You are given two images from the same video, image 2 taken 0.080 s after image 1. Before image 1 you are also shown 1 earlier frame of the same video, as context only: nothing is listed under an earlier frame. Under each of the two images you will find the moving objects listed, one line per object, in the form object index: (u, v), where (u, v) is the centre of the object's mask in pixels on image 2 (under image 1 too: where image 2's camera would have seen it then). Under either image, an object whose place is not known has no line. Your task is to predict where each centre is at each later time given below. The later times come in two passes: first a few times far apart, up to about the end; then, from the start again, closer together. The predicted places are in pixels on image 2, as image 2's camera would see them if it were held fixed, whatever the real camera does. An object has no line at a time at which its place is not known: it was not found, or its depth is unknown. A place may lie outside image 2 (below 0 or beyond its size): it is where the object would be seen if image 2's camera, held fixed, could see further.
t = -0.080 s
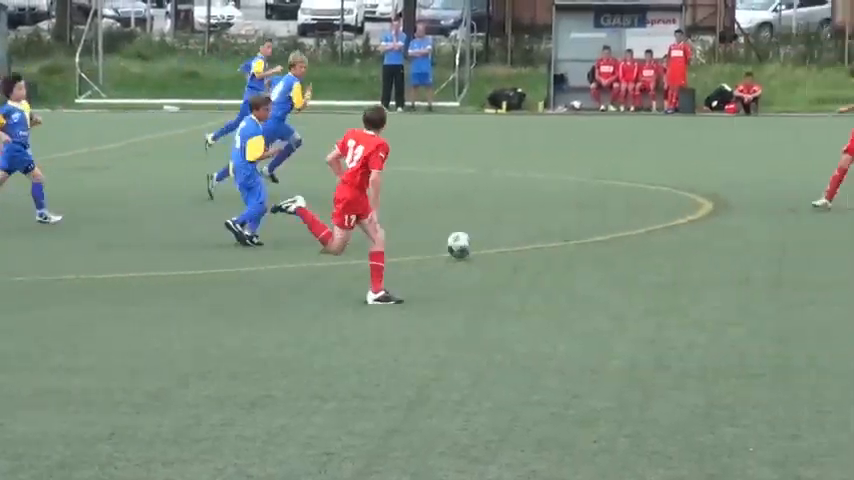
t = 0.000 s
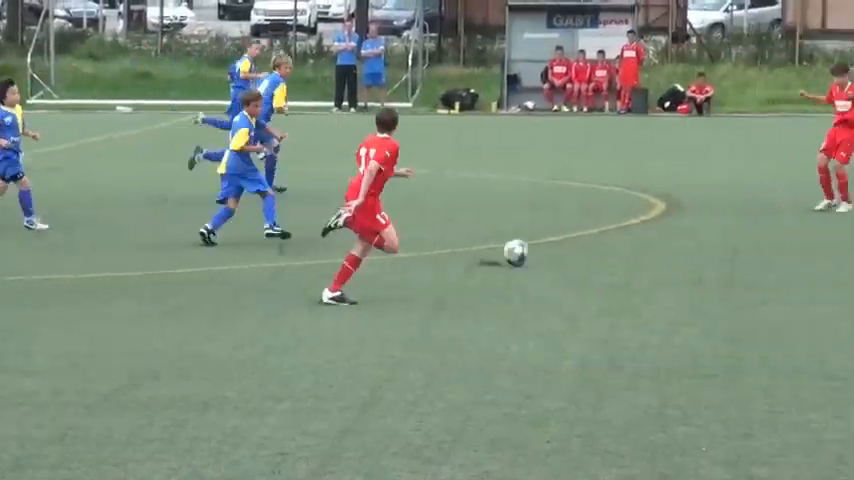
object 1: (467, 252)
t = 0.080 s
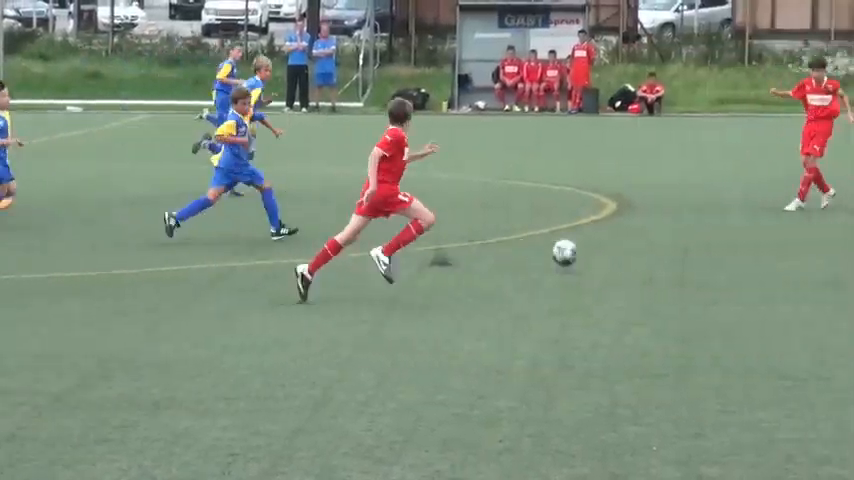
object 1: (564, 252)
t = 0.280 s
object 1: (804, 269)
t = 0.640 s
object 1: (1227, 310)
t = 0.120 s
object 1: (614, 257)
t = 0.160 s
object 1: (664, 263)
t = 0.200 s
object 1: (714, 268)
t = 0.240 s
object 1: (758, 267)
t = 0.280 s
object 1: (804, 269)
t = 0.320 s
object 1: (850, 272)
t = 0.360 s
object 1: (897, 279)
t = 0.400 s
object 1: (943, 283)
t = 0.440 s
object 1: (988, 283)
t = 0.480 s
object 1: (1036, 286)
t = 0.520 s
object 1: (1083, 291)
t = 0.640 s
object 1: (1227, 310)
